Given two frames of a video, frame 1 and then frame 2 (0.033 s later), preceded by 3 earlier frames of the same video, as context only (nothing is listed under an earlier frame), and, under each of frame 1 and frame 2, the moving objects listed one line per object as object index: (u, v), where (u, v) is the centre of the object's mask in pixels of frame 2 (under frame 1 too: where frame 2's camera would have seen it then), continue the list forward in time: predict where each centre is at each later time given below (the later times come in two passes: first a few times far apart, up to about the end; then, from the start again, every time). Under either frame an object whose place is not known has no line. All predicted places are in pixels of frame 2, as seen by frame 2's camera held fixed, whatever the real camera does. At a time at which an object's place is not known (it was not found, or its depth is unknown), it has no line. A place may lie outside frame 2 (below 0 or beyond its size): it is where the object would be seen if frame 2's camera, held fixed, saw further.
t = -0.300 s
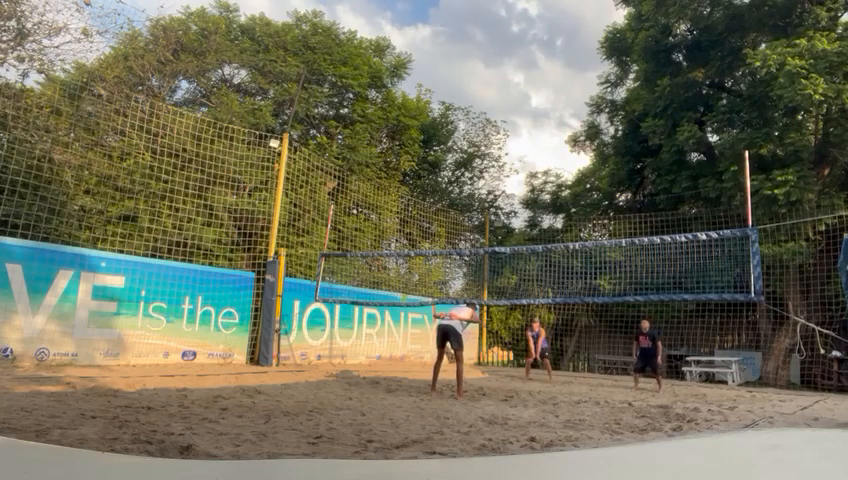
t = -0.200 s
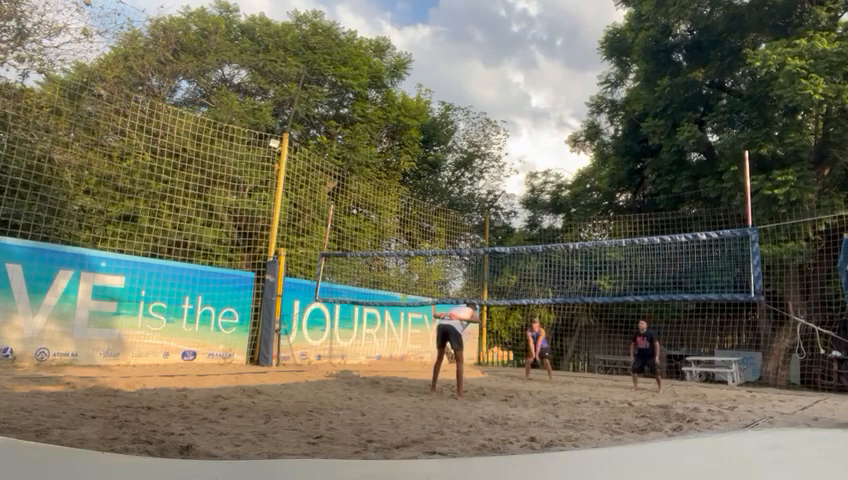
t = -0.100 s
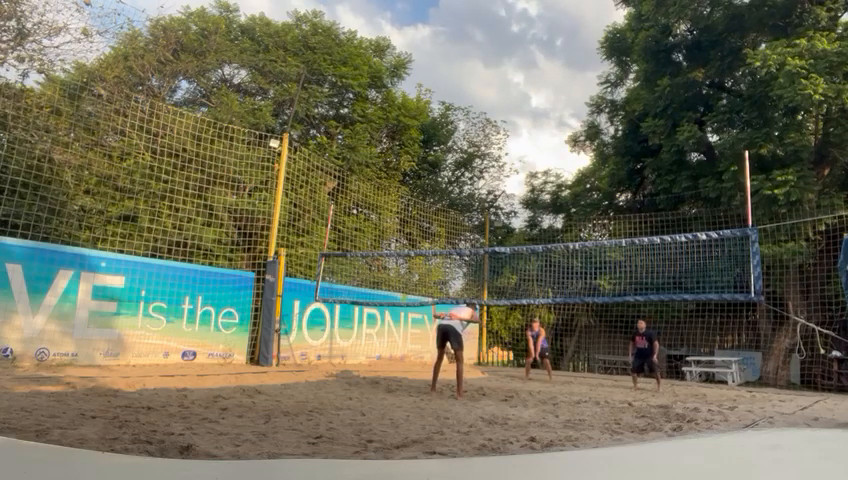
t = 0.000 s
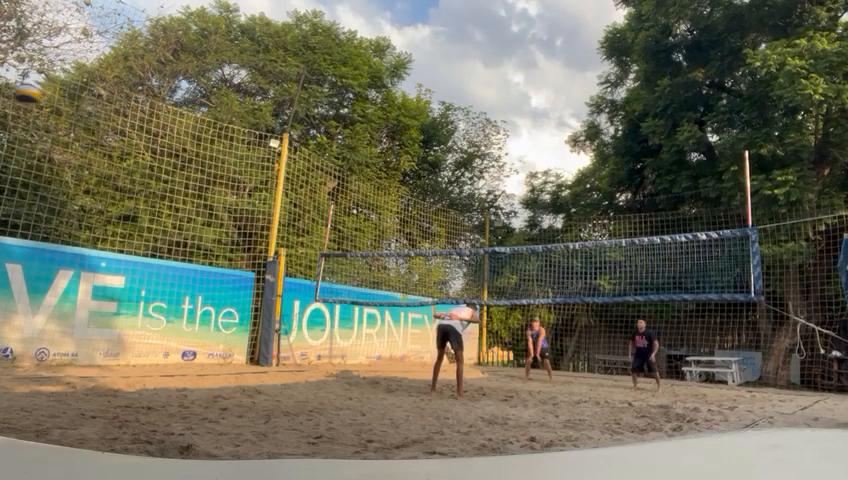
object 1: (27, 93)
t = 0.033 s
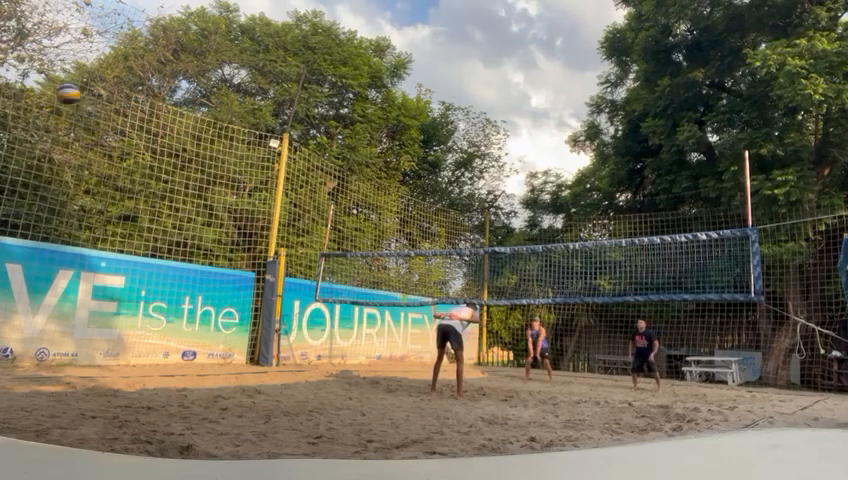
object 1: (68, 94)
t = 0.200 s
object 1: (215, 107)
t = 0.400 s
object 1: (321, 138)
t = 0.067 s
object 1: (104, 95)
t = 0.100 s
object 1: (137, 98)
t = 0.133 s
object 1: (166, 102)
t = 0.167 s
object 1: (193, 104)
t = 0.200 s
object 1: (215, 107)
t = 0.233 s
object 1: (238, 113)
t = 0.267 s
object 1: (257, 118)
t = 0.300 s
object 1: (275, 123)
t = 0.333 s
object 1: (292, 128)
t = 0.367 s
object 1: (307, 134)
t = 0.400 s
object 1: (321, 138)
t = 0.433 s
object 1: (334, 145)
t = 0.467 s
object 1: (346, 151)
